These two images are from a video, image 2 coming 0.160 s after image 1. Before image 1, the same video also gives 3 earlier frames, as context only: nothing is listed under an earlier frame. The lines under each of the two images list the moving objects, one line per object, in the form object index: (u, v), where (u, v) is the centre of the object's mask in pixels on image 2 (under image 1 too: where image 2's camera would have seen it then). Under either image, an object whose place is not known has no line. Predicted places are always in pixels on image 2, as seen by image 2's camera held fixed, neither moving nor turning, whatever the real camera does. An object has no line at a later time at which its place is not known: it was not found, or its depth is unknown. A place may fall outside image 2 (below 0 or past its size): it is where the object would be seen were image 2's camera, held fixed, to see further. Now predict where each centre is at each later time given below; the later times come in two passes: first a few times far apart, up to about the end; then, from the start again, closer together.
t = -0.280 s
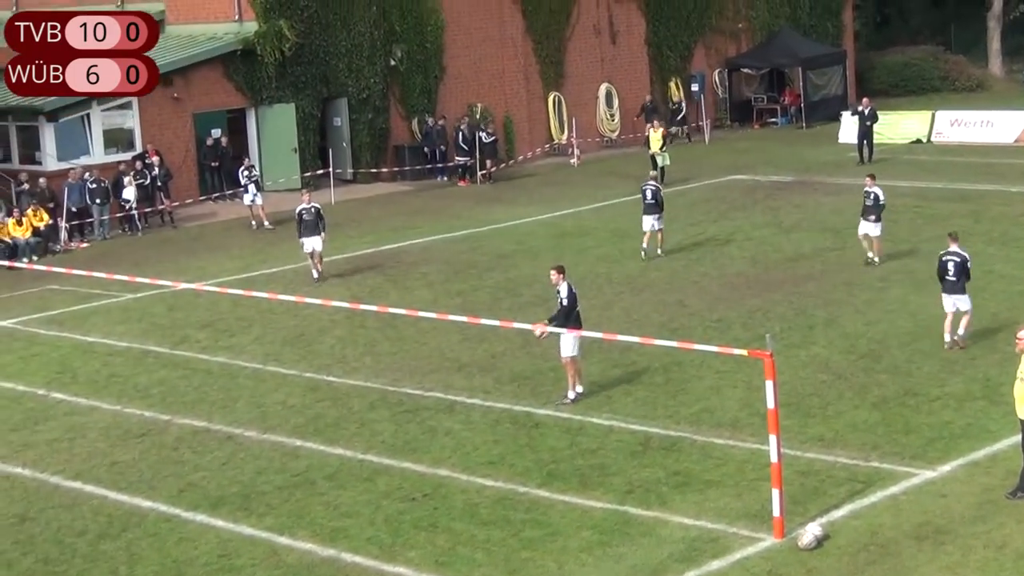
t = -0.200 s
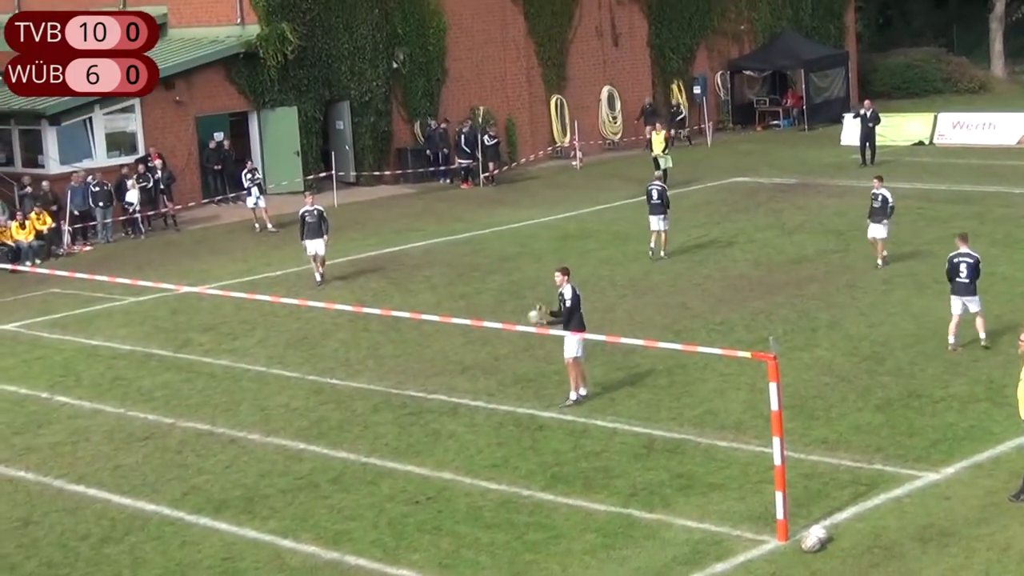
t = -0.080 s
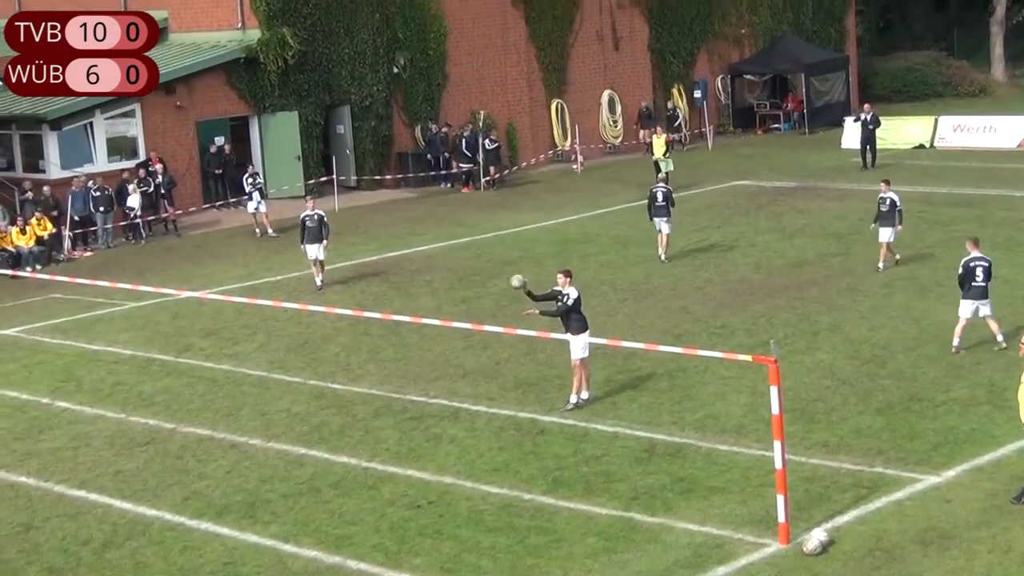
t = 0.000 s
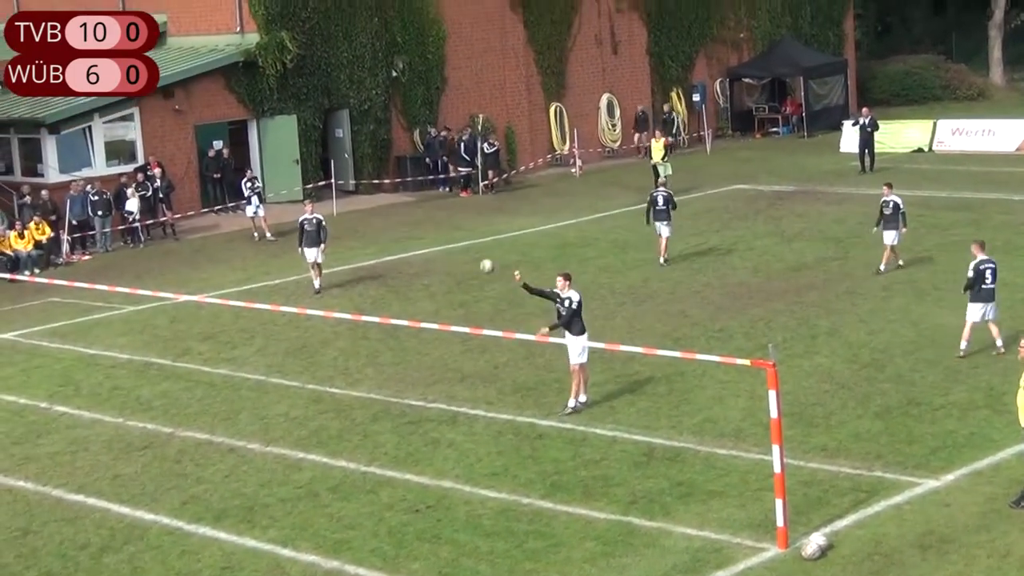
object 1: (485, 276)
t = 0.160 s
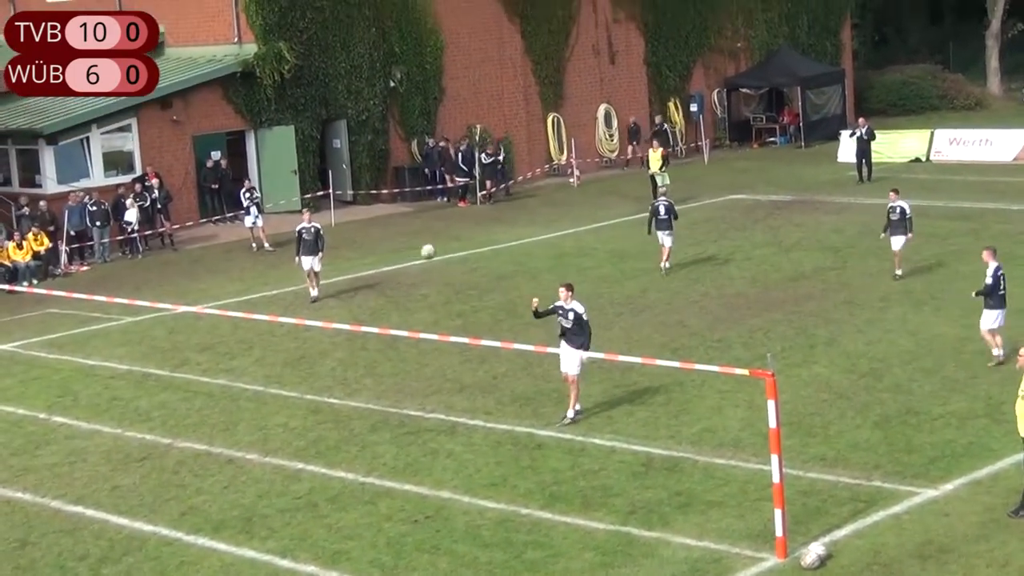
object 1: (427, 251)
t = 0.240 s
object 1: (399, 246)
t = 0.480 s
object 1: (317, 260)
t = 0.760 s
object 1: (227, 329)
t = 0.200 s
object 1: (414, 248)
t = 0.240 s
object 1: (399, 246)
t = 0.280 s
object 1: (384, 245)
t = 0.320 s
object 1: (371, 245)
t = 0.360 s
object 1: (357, 247)
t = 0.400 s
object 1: (344, 250)
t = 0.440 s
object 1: (331, 253)
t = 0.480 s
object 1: (317, 260)
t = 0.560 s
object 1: (291, 273)
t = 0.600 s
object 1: (278, 282)
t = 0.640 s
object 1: (266, 291)
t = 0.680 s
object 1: (253, 302)
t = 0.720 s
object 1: (241, 315)
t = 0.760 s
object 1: (227, 329)
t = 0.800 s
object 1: (215, 345)
